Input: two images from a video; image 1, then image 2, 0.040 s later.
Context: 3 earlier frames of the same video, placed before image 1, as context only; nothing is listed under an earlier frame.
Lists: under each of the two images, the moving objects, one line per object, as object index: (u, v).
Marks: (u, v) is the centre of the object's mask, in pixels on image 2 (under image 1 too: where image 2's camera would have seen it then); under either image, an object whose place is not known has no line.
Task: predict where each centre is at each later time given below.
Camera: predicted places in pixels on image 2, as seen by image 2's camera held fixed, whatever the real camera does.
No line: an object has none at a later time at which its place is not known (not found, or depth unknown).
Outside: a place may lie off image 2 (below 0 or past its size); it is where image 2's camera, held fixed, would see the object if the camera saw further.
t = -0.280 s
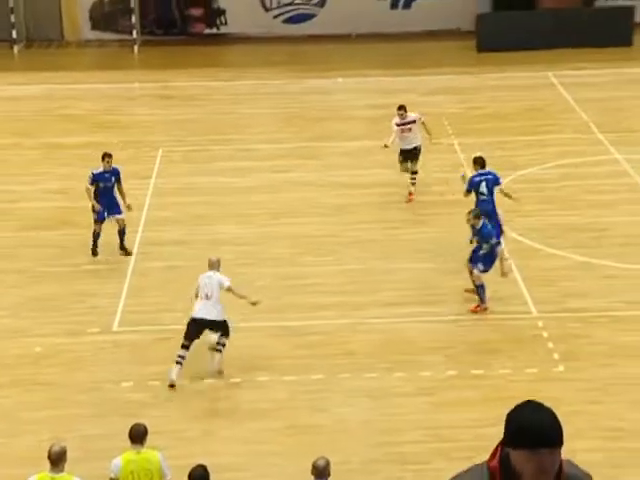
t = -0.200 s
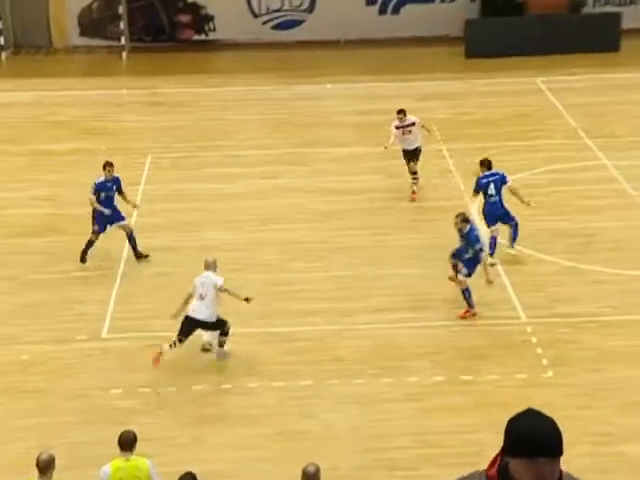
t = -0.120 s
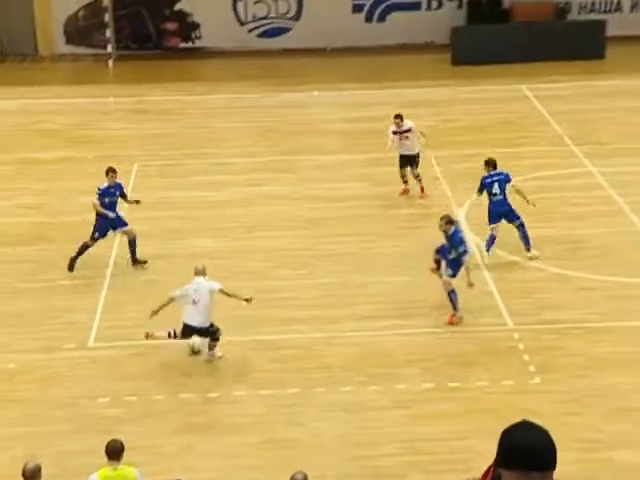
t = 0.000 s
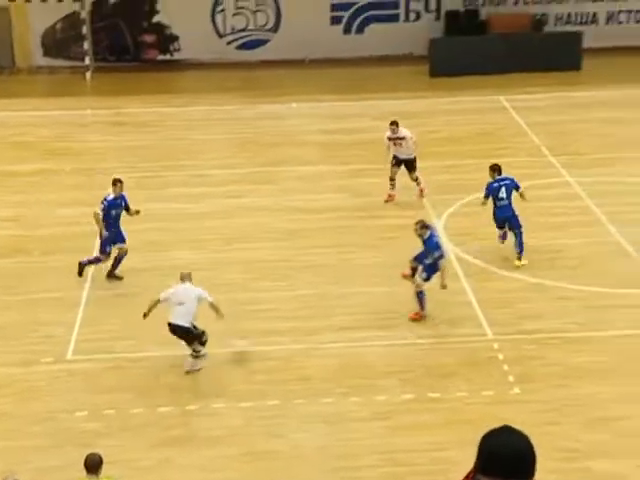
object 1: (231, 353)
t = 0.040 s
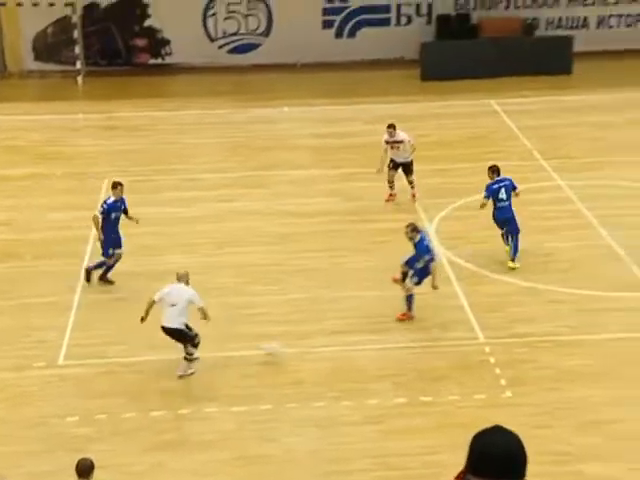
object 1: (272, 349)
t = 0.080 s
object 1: (313, 349)
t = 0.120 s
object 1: (353, 350)
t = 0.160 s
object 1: (392, 356)
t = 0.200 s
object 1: (433, 358)
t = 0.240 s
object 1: (471, 360)
